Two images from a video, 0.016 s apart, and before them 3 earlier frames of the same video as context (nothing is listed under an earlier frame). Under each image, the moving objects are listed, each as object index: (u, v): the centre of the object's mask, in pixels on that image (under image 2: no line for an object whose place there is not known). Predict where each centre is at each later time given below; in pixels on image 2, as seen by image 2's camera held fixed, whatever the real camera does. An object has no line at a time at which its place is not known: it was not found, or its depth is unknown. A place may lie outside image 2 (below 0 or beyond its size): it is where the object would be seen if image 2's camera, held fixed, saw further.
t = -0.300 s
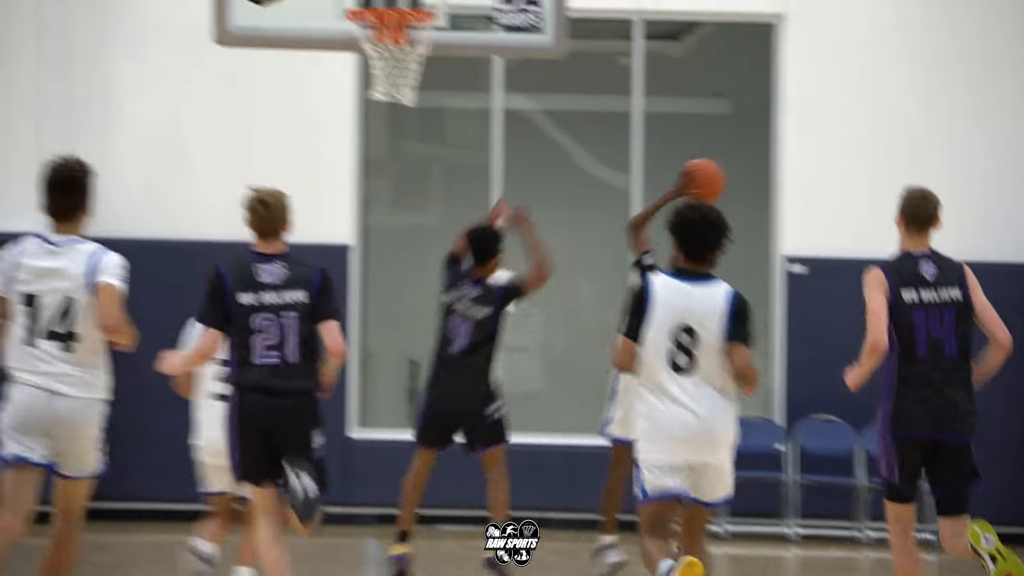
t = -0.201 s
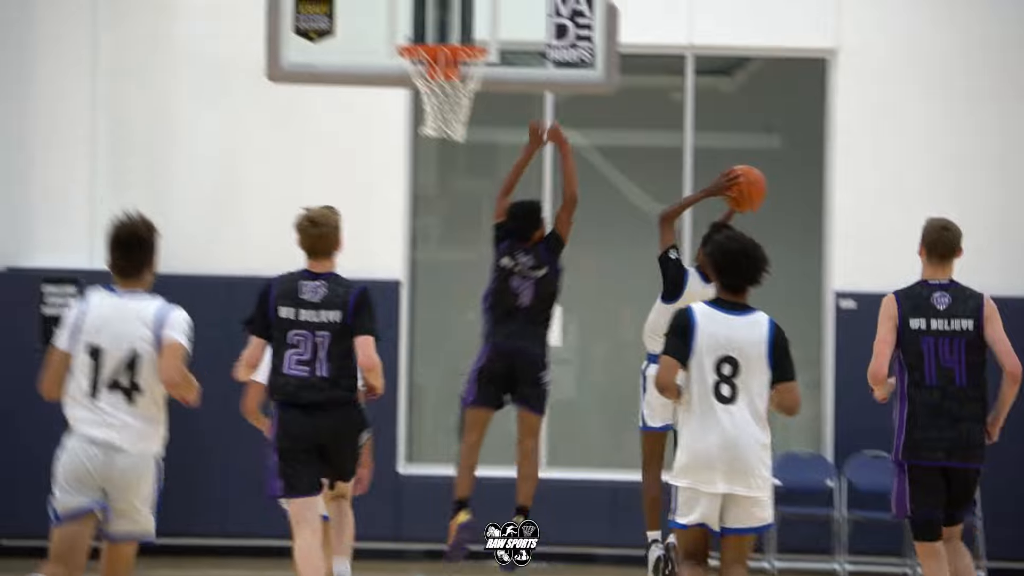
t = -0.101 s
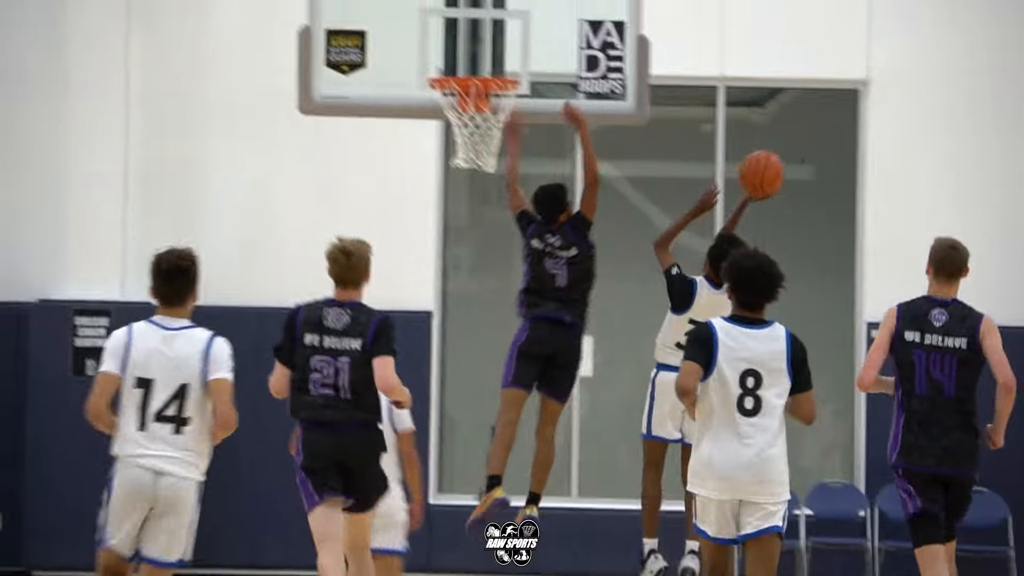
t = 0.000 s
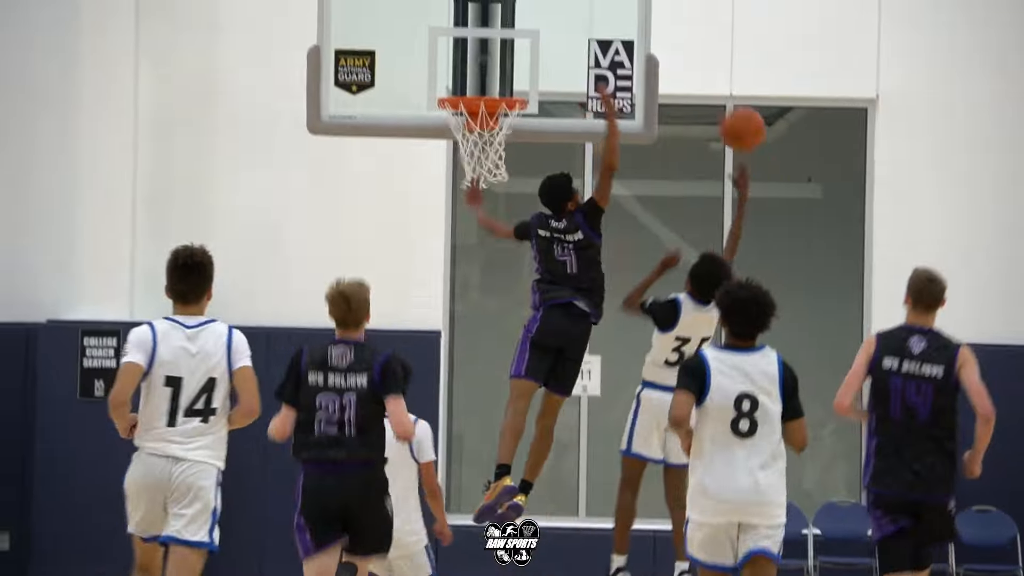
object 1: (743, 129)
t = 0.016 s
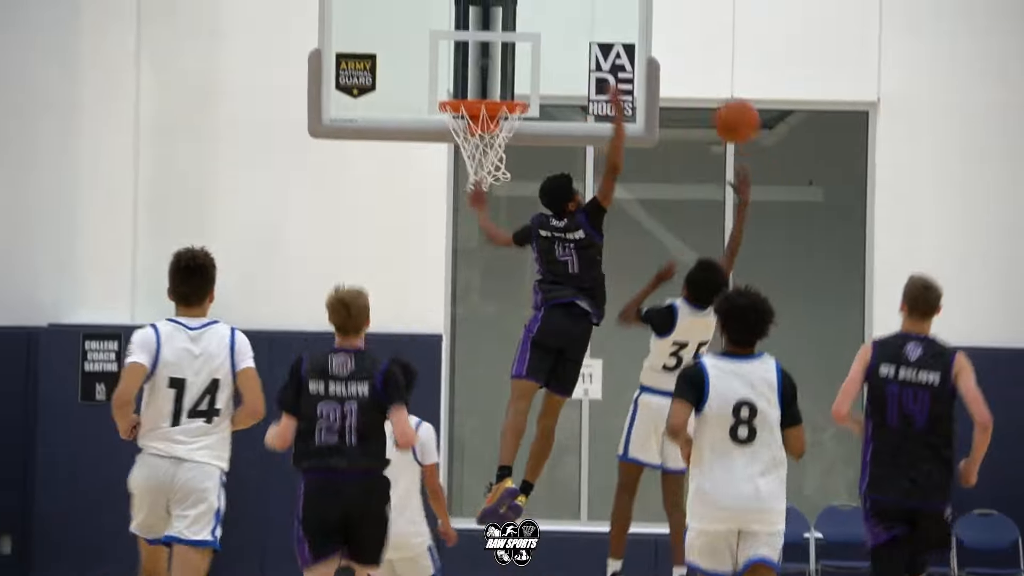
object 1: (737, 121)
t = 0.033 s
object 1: (731, 111)
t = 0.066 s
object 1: (719, 91)
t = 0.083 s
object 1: (710, 81)
